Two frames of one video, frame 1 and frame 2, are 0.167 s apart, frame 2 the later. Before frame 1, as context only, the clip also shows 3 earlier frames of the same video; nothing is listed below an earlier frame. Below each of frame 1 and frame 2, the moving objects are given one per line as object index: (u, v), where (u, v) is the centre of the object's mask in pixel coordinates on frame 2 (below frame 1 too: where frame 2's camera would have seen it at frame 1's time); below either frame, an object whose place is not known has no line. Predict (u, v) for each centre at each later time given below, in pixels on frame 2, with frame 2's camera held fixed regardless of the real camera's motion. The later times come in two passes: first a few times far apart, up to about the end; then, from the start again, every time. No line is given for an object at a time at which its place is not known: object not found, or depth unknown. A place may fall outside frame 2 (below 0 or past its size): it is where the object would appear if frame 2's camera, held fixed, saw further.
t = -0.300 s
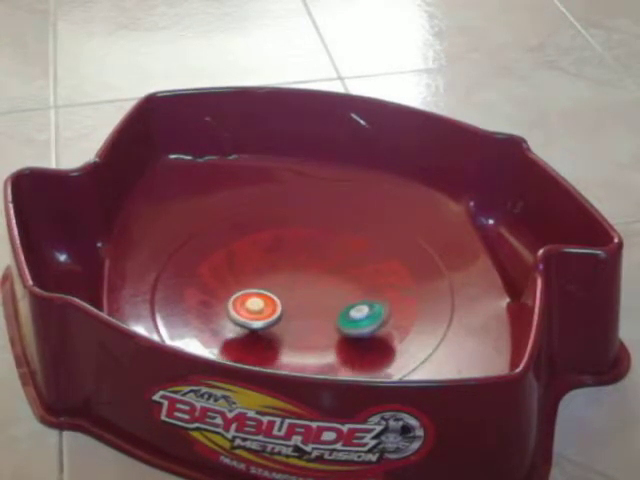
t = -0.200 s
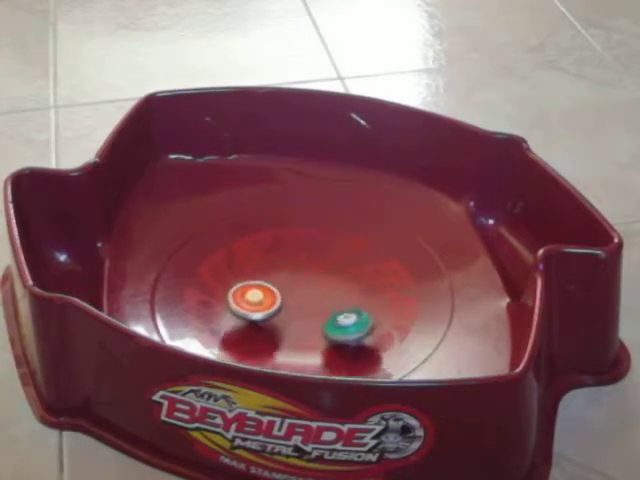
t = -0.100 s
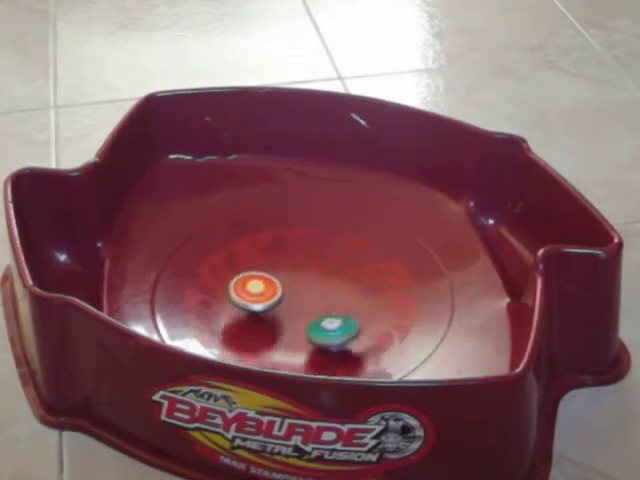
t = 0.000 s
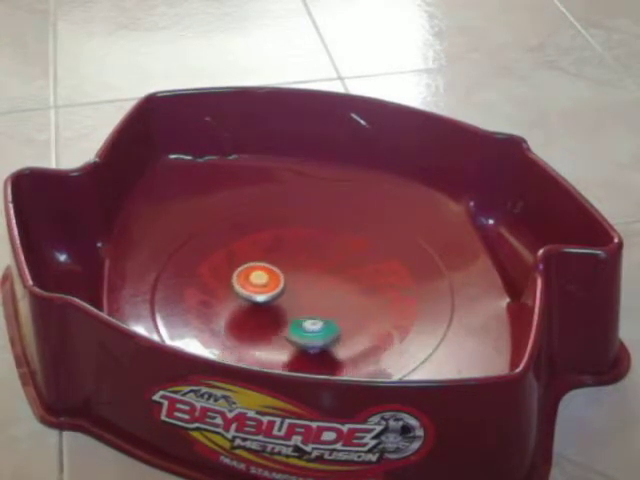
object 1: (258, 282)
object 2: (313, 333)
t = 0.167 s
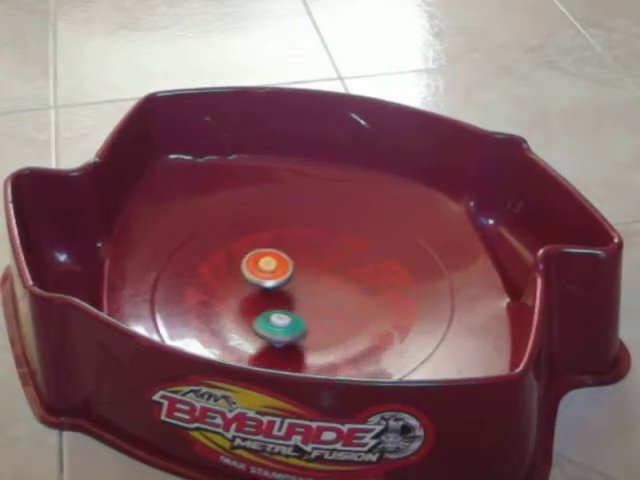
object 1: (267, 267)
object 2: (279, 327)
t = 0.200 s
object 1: (269, 265)
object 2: (273, 325)
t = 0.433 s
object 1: (284, 248)
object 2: (246, 301)
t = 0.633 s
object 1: (285, 246)
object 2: (244, 278)
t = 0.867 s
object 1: (323, 249)
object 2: (250, 263)
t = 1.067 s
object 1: (346, 249)
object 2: (290, 258)
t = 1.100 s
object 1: (350, 250)
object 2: (295, 259)
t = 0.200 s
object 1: (269, 265)
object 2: (273, 325)
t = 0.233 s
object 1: (271, 262)
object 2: (268, 322)
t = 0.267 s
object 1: (274, 260)
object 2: (263, 319)
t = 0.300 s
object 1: (277, 257)
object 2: (258, 316)
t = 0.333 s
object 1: (279, 255)
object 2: (254, 313)
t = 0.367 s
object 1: (281, 252)
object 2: (250, 308)
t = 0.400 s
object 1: (283, 250)
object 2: (247, 304)
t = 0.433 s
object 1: (284, 248)
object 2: (246, 301)
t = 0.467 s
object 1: (285, 247)
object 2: (244, 297)
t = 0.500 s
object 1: (284, 246)
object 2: (242, 293)
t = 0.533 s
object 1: (284, 246)
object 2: (242, 288)
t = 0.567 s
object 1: (284, 246)
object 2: (242, 285)
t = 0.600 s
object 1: (284, 246)
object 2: (243, 281)
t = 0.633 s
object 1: (285, 246)
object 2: (244, 278)
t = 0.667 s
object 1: (285, 247)
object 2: (246, 274)
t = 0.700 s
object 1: (288, 247)
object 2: (247, 271)
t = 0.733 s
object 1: (293, 248)
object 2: (247, 269)
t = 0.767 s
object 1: (302, 249)
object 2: (244, 267)
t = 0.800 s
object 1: (310, 249)
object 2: (244, 266)
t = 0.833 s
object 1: (317, 249)
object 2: (246, 265)
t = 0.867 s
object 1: (323, 249)
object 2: (250, 263)
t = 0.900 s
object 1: (328, 249)
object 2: (256, 263)
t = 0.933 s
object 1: (332, 249)
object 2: (262, 262)
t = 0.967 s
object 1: (336, 248)
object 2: (268, 261)
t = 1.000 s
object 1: (340, 249)
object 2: (275, 260)
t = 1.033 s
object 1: (343, 249)
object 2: (282, 259)
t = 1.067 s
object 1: (346, 249)
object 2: (290, 258)
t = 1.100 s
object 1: (350, 250)
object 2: (295, 259)
